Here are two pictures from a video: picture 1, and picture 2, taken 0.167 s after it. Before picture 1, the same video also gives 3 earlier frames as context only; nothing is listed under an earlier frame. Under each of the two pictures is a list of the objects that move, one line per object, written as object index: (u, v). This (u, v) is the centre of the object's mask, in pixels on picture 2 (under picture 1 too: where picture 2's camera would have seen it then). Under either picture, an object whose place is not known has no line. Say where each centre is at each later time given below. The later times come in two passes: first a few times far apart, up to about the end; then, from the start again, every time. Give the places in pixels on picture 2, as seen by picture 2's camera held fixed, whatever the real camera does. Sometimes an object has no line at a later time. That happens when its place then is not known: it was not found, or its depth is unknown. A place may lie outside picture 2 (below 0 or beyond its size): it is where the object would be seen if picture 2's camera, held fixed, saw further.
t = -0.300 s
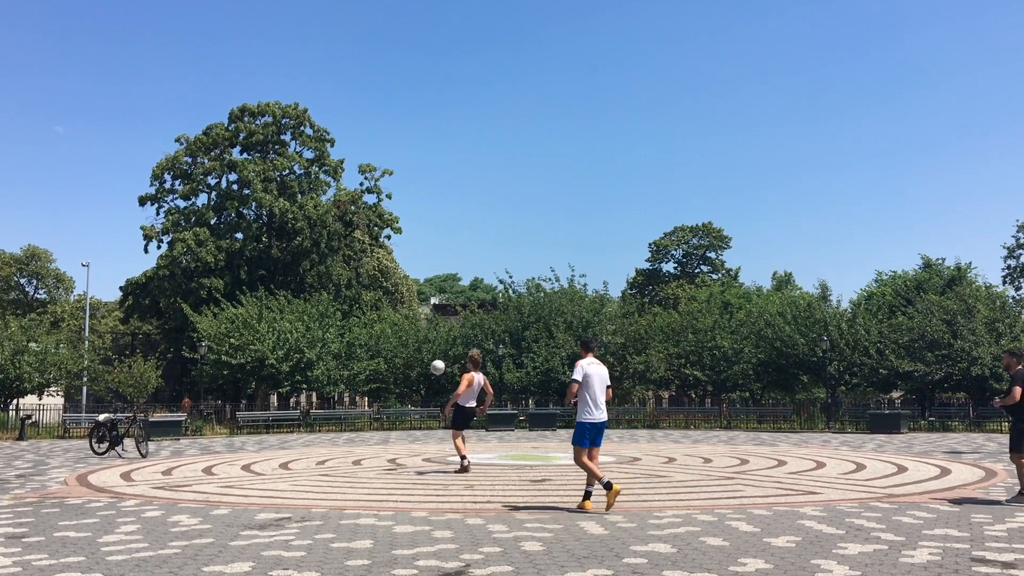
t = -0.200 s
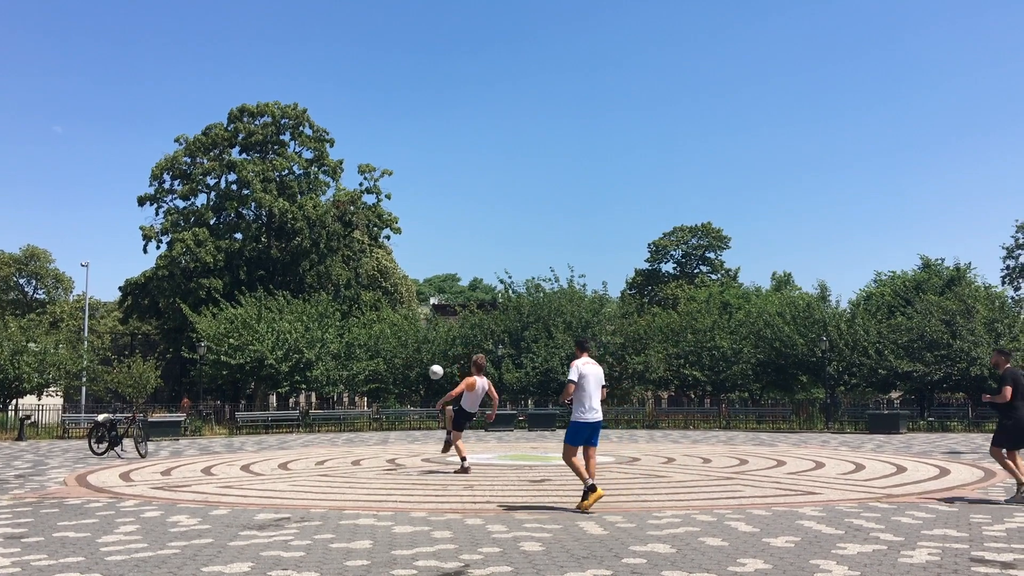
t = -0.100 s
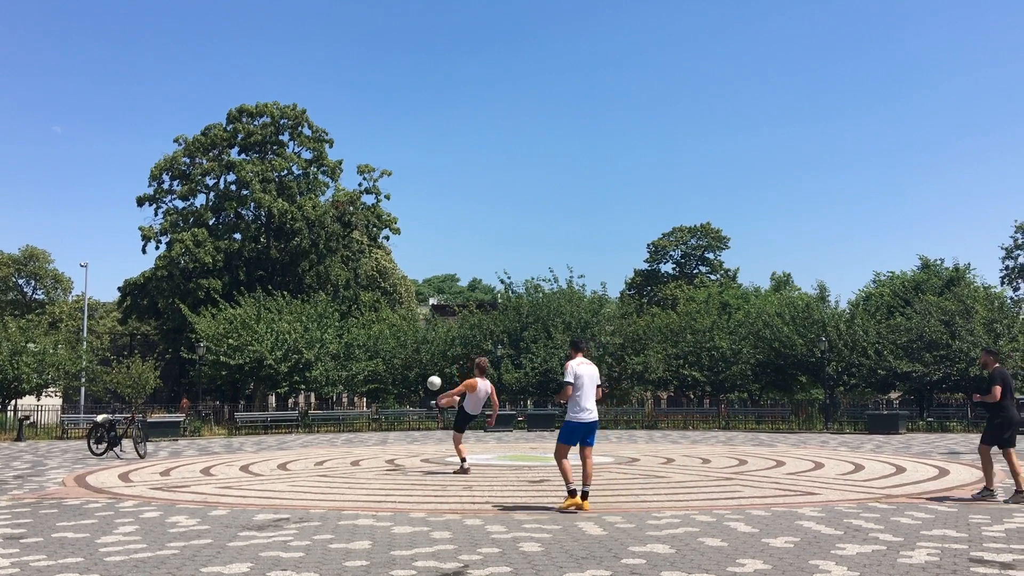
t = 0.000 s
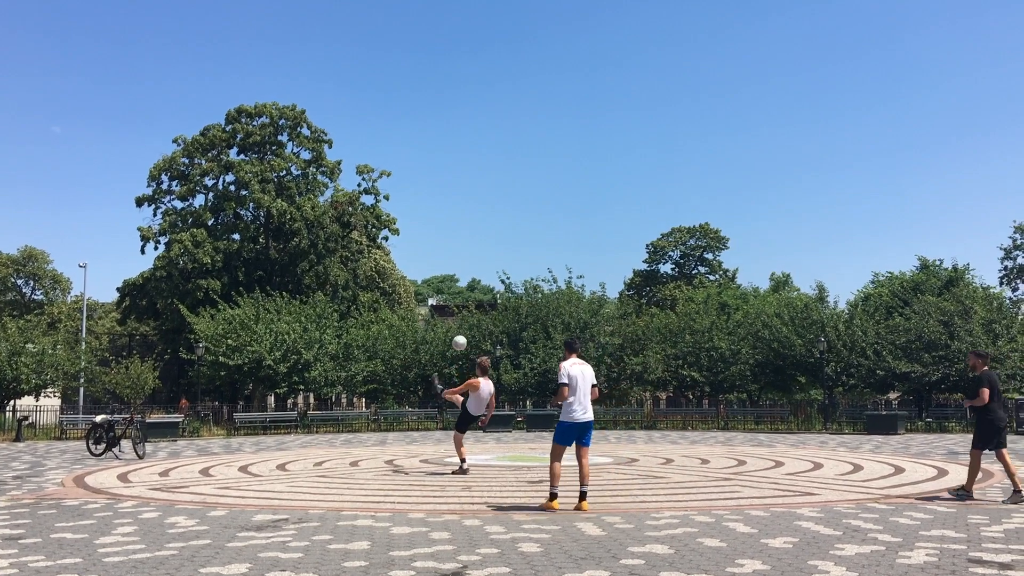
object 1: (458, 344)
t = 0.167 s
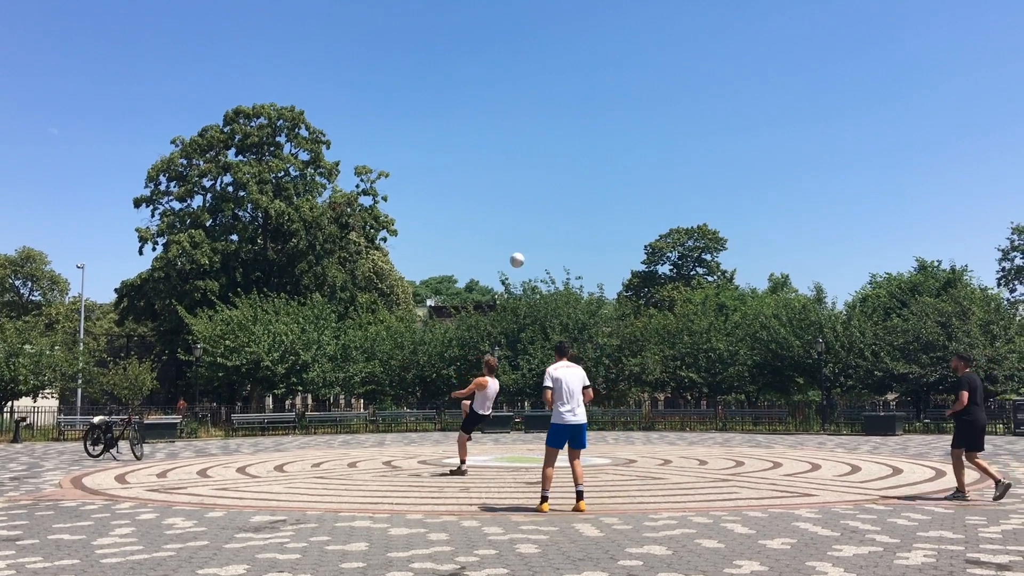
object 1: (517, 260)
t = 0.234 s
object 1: (542, 231)
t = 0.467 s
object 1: (634, 151)
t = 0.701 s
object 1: (737, 104)
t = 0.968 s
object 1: (872, 101)
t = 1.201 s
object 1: (1007, 153)
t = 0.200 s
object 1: (529, 245)
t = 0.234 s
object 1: (542, 231)
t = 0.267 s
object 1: (555, 218)
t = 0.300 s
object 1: (567, 205)
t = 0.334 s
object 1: (580, 193)
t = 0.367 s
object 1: (593, 182)
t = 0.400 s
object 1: (607, 171)
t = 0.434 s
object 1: (621, 160)
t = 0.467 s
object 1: (634, 151)
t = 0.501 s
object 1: (648, 142)
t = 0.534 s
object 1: (663, 134)
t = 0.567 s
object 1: (677, 126)
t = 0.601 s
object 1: (692, 120)
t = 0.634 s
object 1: (707, 114)
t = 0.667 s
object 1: (722, 109)
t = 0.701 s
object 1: (737, 104)
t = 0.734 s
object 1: (753, 101)
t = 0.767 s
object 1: (770, 98)
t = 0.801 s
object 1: (786, 96)
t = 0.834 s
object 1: (803, 95)
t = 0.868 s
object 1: (820, 95)
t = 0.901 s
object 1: (838, 96)
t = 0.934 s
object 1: (855, 98)
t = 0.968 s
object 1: (872, 101)
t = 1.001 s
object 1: (890, 105)
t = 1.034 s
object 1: (909, 110)
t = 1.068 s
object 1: (928, 116)
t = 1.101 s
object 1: (947, 123)
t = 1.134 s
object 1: (967, 131)
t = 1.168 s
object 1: (987, 141)
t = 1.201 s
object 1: (1007, 153)
